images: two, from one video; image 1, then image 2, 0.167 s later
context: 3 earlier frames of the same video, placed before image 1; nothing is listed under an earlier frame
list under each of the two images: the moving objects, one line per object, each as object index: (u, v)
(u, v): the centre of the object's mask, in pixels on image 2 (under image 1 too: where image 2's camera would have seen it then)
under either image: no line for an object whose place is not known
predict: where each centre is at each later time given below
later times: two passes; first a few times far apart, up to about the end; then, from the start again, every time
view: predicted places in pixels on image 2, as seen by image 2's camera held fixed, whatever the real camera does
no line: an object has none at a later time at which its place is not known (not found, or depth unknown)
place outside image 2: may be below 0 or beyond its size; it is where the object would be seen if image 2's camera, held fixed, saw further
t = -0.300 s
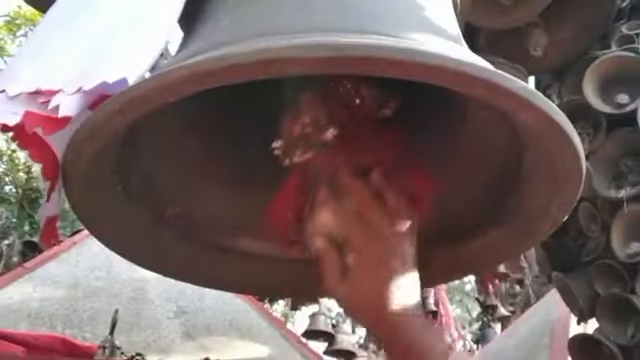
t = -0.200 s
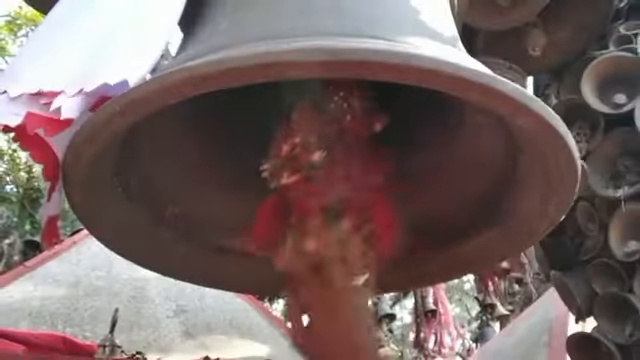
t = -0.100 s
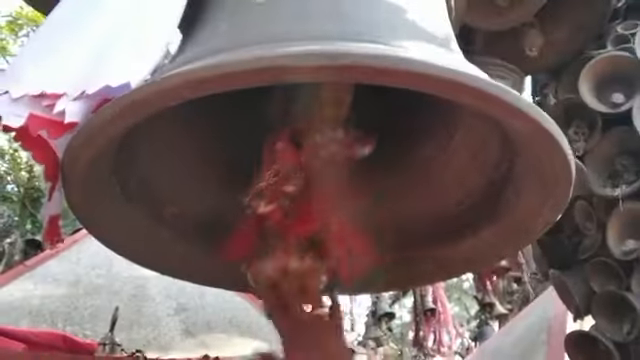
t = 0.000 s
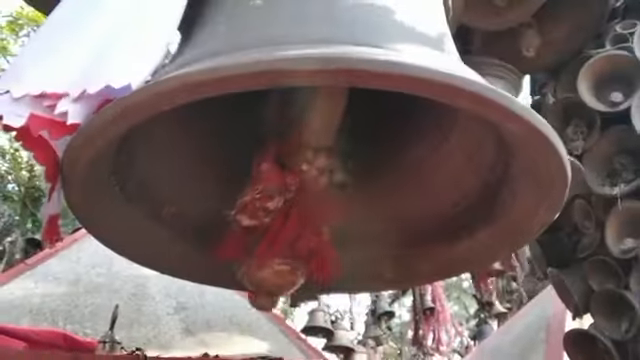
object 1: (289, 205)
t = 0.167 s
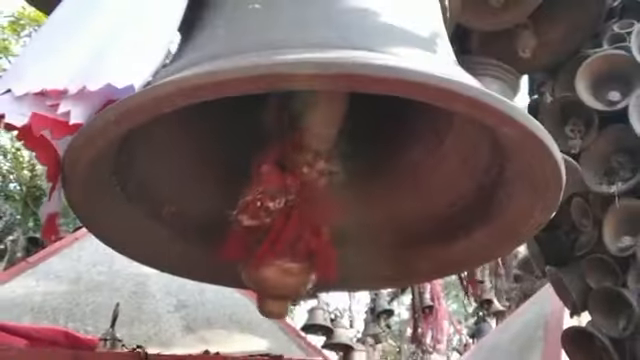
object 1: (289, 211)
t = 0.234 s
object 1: (296, 203)
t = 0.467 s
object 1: (345, 166)
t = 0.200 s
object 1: (292, 204)
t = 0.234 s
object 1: (296, 203)
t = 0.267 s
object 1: (302, 201)
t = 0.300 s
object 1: (309, 200)
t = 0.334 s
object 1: (317, 194)
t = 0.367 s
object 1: (325, 188)
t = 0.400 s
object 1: (332, 182)
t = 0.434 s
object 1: (341, 173)
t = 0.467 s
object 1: (345, 166)
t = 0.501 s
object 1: (351, 156)
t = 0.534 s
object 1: (356, 150)
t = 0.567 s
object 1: (359, 142)
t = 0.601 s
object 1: (361, 140)
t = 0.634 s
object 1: (364, 139)
